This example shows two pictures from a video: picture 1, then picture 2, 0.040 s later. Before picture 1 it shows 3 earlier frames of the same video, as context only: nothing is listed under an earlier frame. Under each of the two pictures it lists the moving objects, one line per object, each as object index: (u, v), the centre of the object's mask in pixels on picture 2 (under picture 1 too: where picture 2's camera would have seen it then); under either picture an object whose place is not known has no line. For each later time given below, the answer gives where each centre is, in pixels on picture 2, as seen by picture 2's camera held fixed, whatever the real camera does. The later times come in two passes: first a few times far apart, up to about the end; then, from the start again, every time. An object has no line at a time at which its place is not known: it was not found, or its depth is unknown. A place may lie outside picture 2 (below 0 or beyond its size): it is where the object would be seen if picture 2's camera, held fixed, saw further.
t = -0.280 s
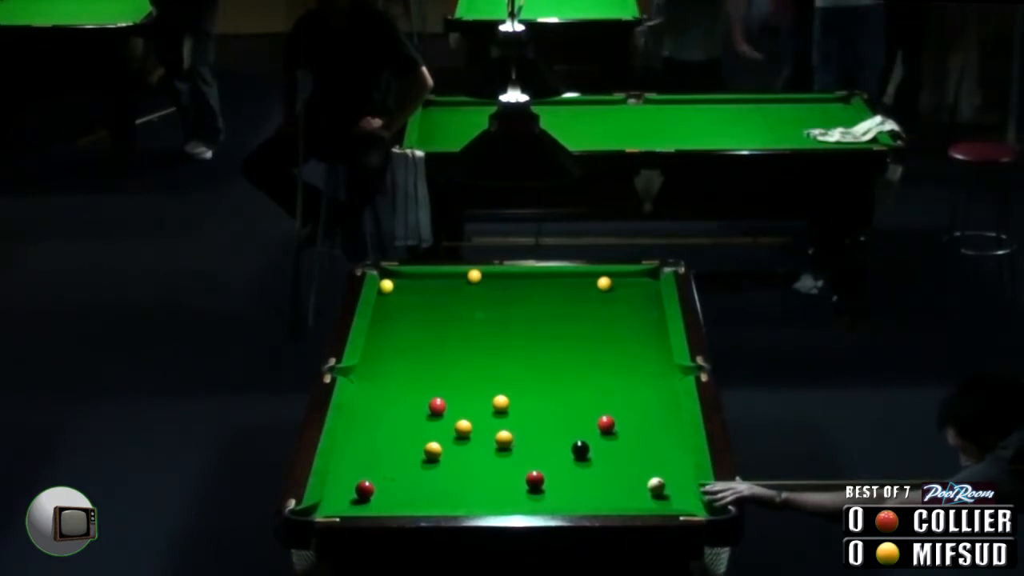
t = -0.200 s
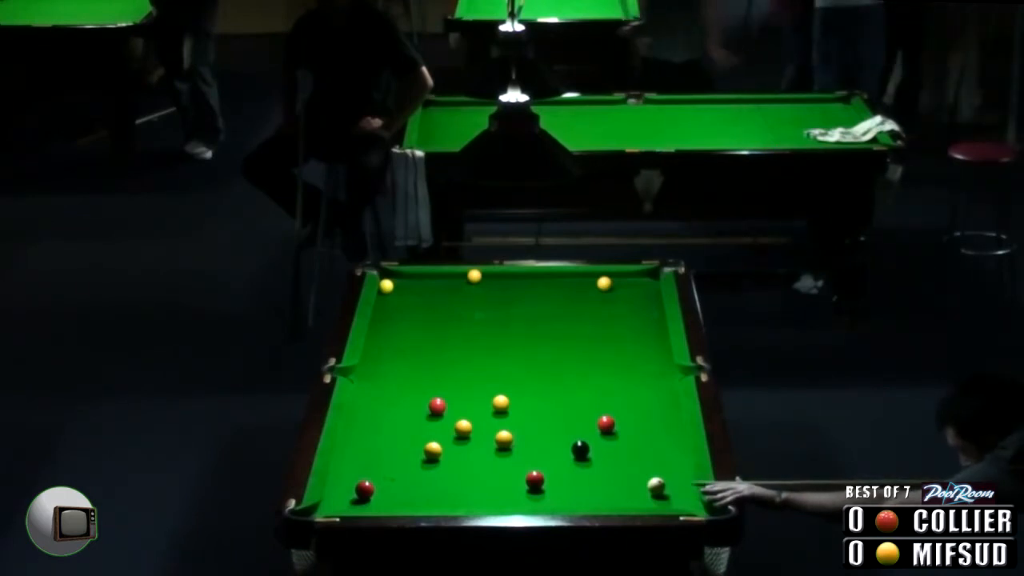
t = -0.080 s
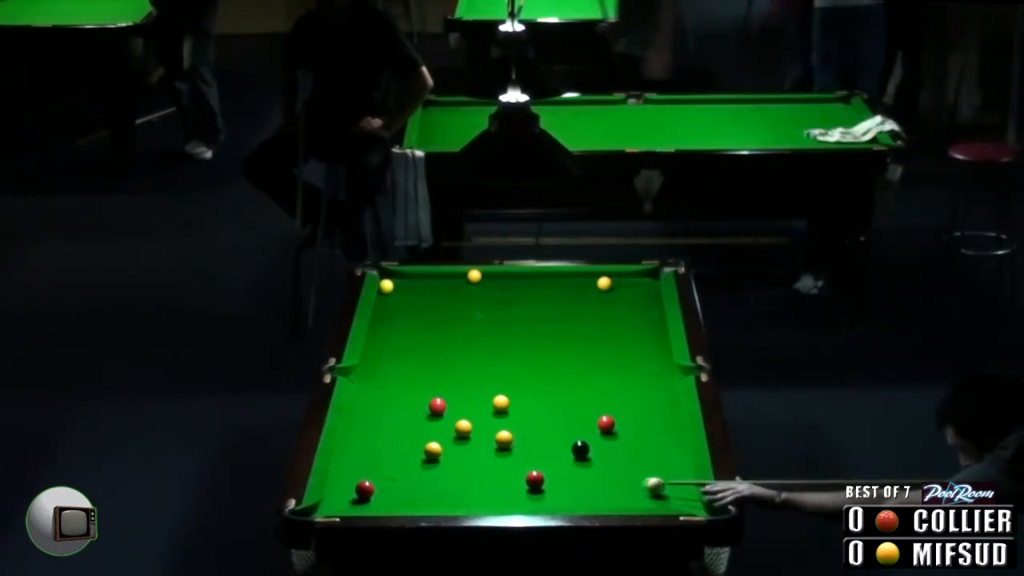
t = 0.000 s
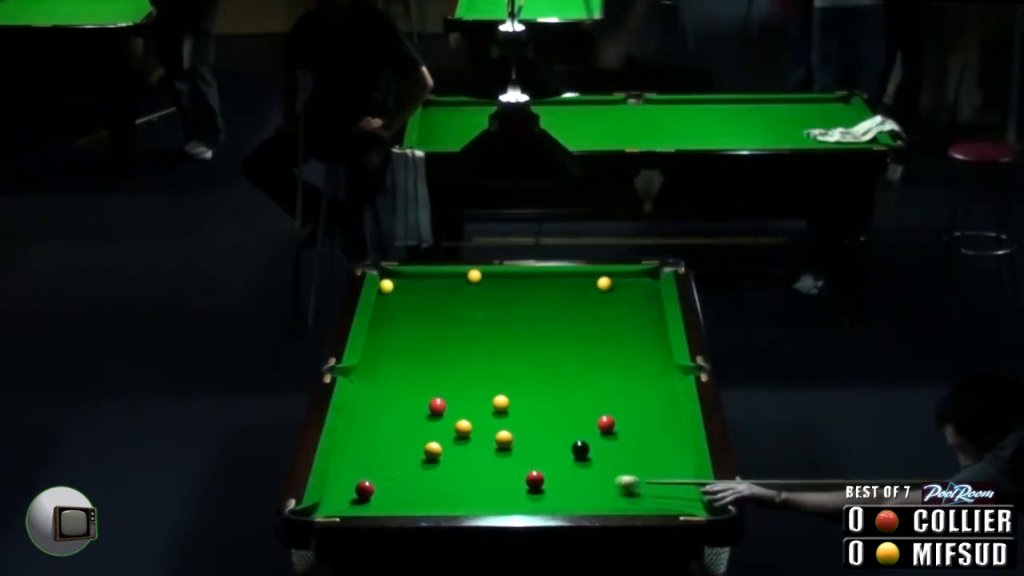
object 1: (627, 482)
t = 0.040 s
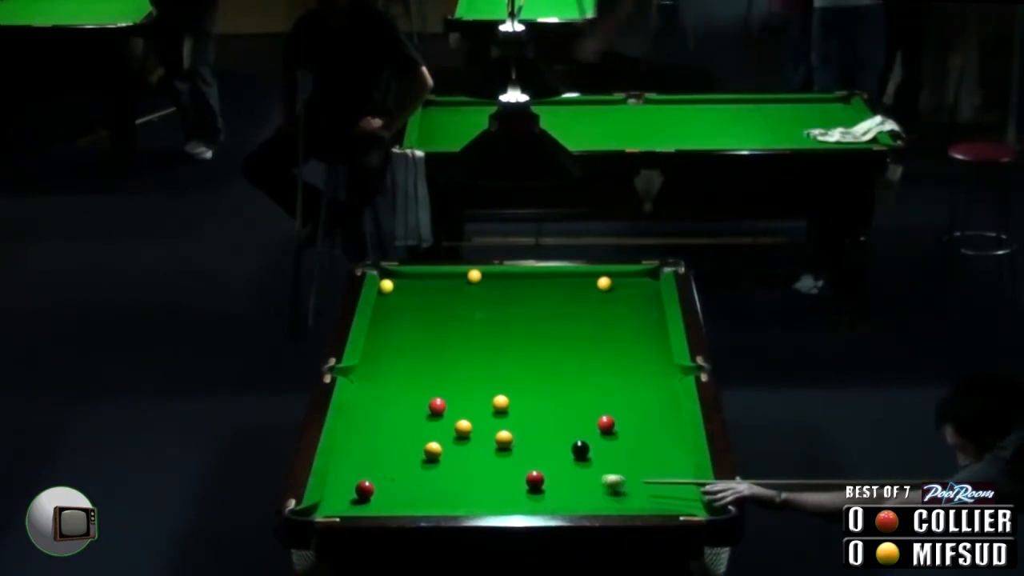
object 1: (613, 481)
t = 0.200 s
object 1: (558, 476)
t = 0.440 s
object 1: (530, 464)
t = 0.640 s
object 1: (510, 454)
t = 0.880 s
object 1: (488, 444)
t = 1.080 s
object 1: (470, 435)
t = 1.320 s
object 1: (461, 435)
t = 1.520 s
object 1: (456, 434)
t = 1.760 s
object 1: (451, 433)
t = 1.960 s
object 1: (448, 434)
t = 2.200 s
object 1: (447, 433)
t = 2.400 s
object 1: (447, 433)
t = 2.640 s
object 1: (447, 433)
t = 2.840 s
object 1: (447, 433)
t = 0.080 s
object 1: (599, 480)
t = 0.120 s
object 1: (585, 478)
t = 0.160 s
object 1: (571, 477)
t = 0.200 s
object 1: (558, 476)
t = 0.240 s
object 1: (550, 474)
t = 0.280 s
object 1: (547, 472)
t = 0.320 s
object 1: (543, 471)
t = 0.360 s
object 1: (539, 469)
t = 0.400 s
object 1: (534, 467)
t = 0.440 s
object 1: (530, 464)
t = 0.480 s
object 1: (526, 462)
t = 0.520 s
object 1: (522, 460)
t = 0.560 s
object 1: (518, 458)
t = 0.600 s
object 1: (514, 456)
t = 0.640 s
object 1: (510, 454)
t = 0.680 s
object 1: (506, 452)
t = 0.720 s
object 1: (502, 451)
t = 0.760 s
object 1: (499, 449)
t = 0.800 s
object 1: (495, 447)
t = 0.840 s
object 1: (491, 445)
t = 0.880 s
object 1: (488, 444)
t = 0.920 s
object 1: (484, 441)
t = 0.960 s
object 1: (480, 440)
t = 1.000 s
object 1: (477, 438)
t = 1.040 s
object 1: (474, 437)
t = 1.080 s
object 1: (470, 435)
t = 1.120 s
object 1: (468, 435)
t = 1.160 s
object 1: (467, 435)
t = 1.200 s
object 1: (465, 435)
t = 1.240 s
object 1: (464, 435)
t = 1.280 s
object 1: (463, 435)
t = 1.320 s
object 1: (461, 435)
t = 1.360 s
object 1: (460, 434)
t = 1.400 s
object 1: (459, 435)
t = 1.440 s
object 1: (458, 434)
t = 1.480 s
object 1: (457, 434)
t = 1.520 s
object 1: (456, 434)
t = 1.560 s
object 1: (455, 434)
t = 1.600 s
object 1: (454, 434)
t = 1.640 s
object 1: (453, 434)
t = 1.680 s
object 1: (452, 434)
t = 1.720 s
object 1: (451, 434)
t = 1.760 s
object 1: (451, 433)
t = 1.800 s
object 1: (450, 434)
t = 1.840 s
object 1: (449, 434)
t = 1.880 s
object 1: (449, 434)
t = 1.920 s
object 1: (448, 434)
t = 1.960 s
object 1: (448, 434)
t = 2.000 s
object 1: (448, 433)
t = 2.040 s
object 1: (448, 434)
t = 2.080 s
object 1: (447, 434)
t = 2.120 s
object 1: (447, 434)
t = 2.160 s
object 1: (447, 433)
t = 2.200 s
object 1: (447, 433)
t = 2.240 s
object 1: (447, 433)
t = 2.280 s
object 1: (447, 434)
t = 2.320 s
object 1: (447, 433)
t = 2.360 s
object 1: (447, 433)
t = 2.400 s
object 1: (447, 433)
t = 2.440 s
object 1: (447, 433)
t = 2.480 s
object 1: (447, 433)
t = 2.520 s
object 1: (447, 433)
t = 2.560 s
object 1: (447, 433)
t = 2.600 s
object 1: (447, 433)
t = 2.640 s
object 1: (447, 433)
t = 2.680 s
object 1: (447, 433)
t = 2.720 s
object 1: (447, 433)
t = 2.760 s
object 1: (447, 433)
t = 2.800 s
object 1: (447, 434)
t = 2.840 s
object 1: (447, 433)
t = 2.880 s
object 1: (447, 433)
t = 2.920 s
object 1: (447, 433)
